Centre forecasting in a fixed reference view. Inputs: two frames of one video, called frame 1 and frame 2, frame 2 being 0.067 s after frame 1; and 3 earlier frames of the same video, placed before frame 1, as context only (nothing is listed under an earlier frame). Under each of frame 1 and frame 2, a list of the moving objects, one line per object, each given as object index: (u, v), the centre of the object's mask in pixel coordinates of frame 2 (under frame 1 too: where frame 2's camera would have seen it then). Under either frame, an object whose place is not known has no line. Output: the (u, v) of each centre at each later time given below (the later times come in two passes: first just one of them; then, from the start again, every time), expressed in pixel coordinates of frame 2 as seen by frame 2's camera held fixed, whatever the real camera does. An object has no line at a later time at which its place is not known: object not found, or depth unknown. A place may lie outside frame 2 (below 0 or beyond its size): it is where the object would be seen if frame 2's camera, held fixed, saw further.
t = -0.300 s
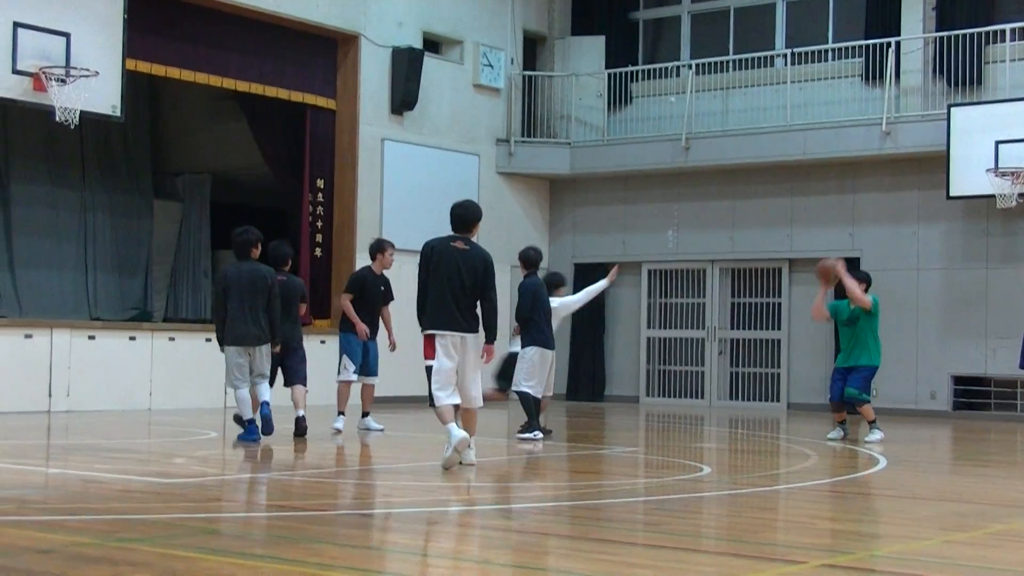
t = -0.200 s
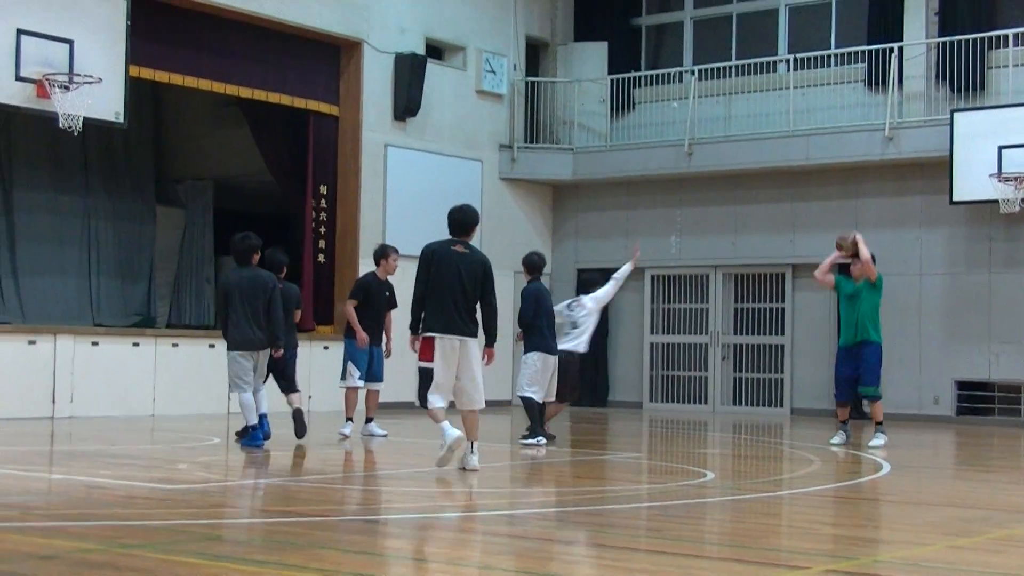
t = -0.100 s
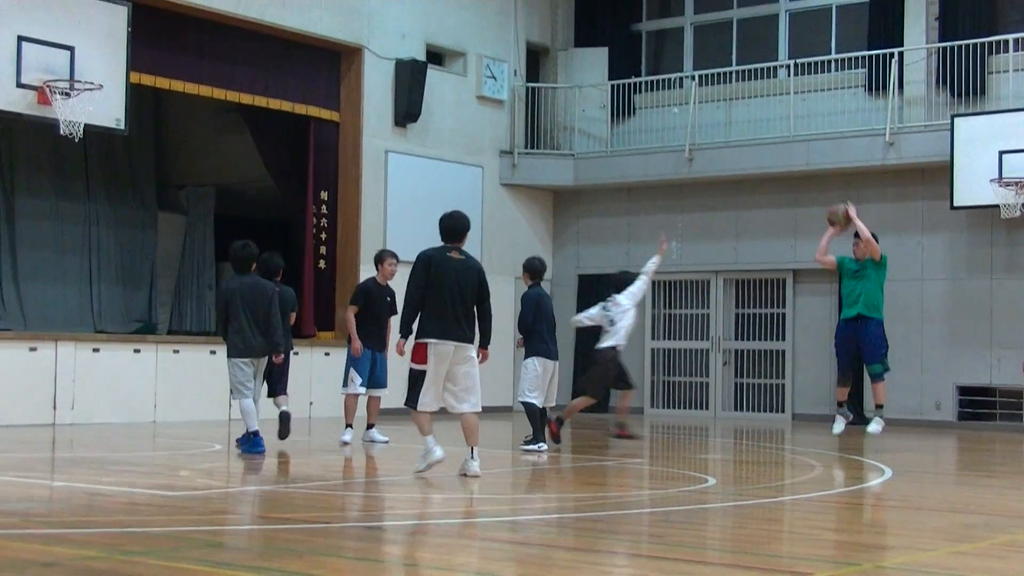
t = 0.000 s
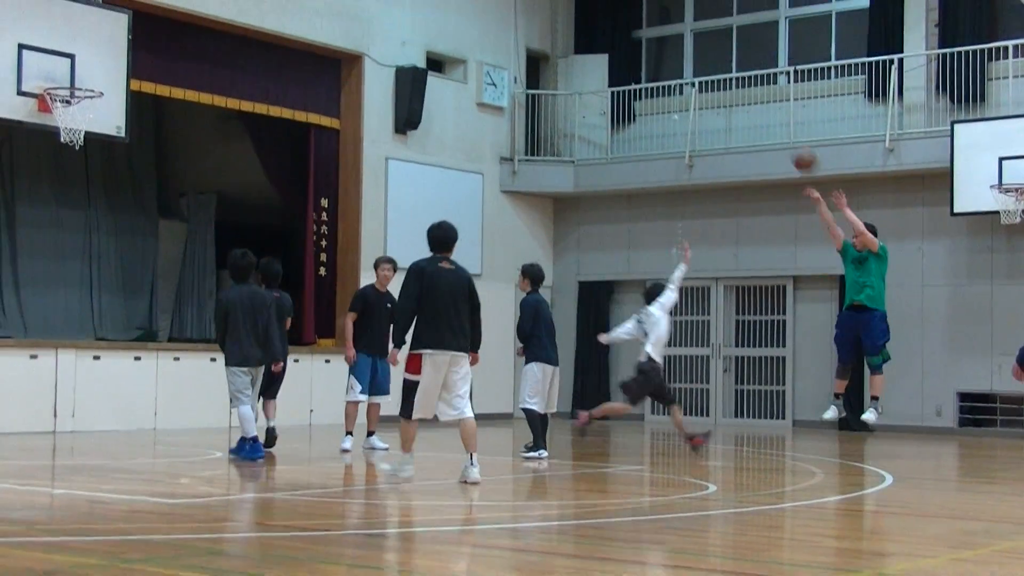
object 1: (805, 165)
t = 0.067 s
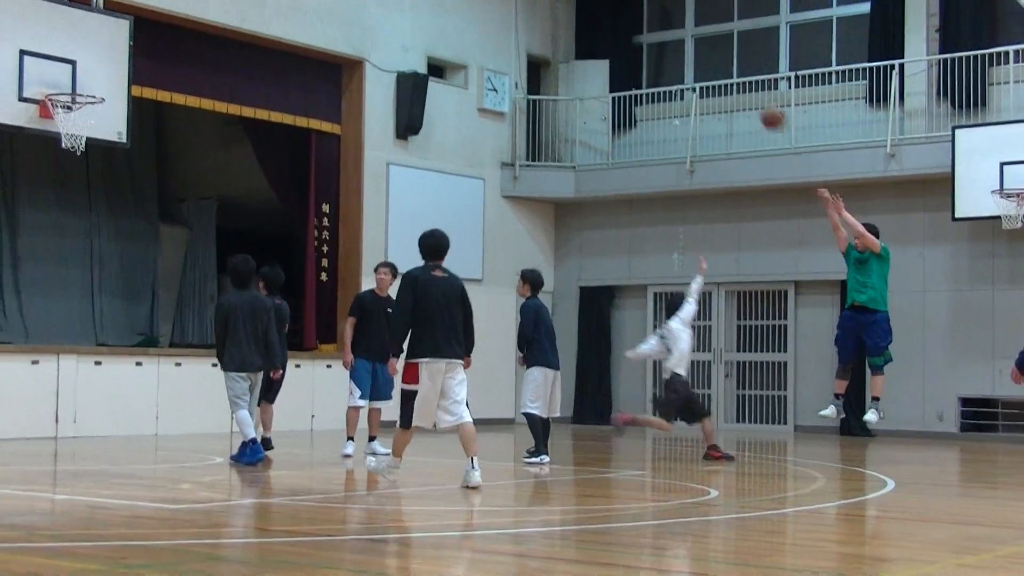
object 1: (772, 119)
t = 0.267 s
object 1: (675, 6)
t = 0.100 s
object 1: (756, 94)
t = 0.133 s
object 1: (740, 72)
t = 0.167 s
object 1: (724, 54)
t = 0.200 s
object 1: (708, 35)
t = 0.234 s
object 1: (691, 17)
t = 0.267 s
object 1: (675, 6)
